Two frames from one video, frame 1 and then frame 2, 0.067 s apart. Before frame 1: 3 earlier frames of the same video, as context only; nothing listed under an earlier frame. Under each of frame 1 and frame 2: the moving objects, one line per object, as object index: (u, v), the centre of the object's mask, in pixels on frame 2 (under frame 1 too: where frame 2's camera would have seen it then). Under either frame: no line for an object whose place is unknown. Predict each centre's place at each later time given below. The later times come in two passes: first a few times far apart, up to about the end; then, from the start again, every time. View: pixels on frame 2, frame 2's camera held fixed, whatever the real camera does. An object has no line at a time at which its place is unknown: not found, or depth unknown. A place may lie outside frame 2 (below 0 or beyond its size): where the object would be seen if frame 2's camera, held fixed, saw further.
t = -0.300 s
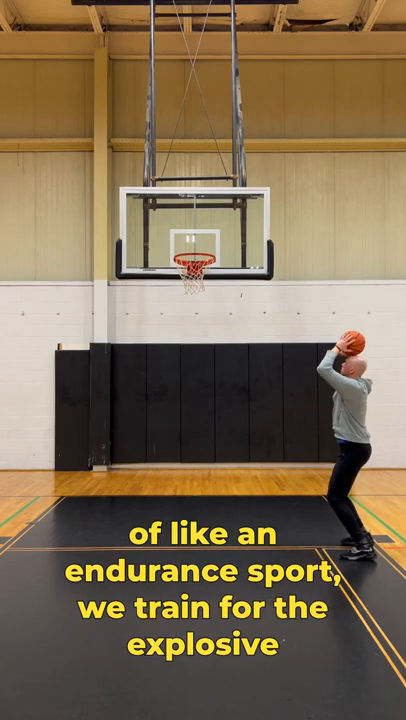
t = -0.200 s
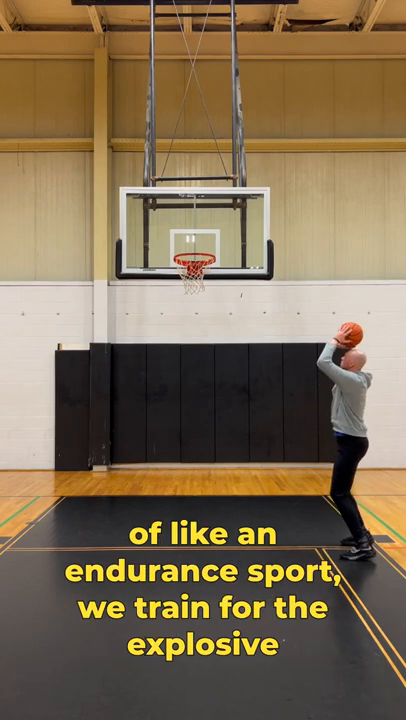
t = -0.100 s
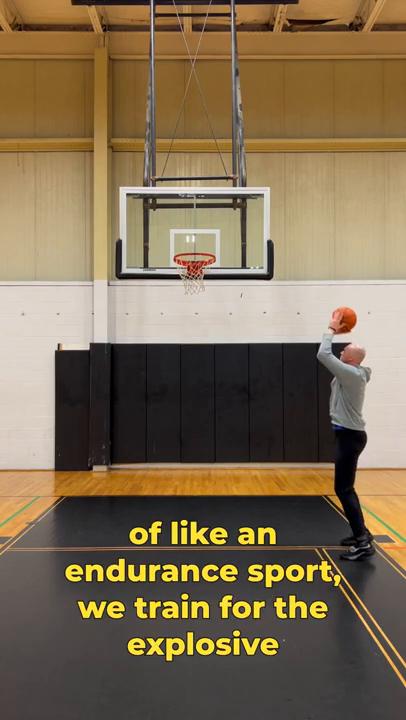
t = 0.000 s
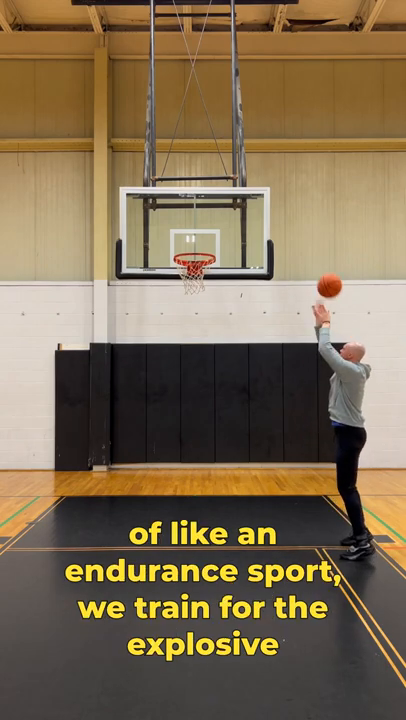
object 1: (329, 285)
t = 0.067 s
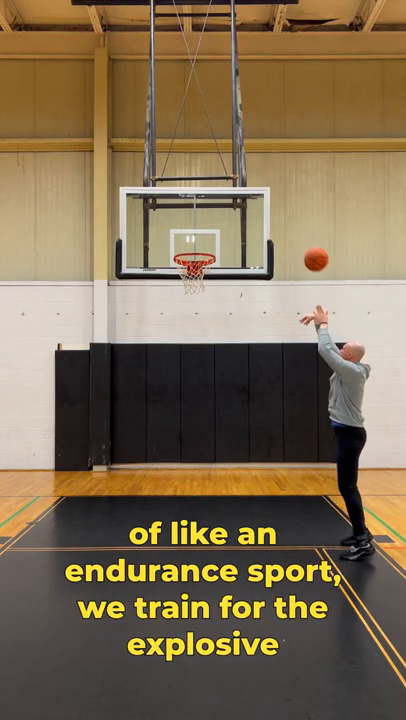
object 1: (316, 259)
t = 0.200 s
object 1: (291, 221)
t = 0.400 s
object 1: (255, 197)
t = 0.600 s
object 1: (223, 210)
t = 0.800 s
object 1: (194, 255)
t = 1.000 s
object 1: (180, 299)
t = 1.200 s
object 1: (173, 357)
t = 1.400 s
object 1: (165, 446)
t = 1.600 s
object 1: (168, 469)
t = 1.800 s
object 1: (184, 409)
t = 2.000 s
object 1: (201, 381)
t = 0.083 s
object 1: (313, 253)
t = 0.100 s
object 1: (309, 247)
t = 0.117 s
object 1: (306, 242)
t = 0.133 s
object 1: (303, 237)
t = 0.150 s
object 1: (300, 233)
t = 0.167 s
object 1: (297, 228)
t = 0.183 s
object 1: (294, 224)
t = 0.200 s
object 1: (291, 221)
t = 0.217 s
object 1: (288, 217)
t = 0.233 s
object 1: (285, 214)
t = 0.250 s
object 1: (282, 211)
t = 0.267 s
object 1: (279, 208)
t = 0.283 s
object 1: (276, 206)
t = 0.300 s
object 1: (273, 204)
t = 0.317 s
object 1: (270, 202)
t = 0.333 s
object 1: (267, 201)
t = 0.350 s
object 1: (264, 199)
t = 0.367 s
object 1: (261, 198)
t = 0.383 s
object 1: (258, 197)
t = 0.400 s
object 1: (255, 197)
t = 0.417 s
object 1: (253, 197)
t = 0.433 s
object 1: (250, 197)
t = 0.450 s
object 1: (247, 197)
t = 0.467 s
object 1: (245, 198)
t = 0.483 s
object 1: (242, 198)
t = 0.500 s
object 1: (239, 199)
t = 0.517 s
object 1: (237, 201)
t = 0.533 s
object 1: (234, 202)
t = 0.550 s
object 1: (231, 203)
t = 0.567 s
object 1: (229, 205)
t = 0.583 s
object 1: (226, 208)
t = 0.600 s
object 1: (223, 210)
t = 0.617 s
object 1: (221, 212)
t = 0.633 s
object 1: (218, 215)
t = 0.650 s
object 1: (216, 218)
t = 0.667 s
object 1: (213, 221)
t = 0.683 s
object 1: (211, 225)
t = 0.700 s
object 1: (209, 228)
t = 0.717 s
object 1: (206, 232)
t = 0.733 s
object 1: (204, 236)
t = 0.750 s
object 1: (201, 240)
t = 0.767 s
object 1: (199, 244)
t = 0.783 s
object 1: (196, 249)
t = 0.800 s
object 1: (194, 255)
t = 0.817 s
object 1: (192, 261)
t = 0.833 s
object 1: (190, 264)
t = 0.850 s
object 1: (188, 269)
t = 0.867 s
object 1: (185, 275)
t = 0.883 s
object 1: (184, 278)
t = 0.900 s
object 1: (183, 280)
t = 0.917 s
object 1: (182, 283)
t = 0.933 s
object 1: (182, 286)
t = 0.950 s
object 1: (181, 289)
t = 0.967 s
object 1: (181, 292)
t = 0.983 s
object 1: (180, 295)
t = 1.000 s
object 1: (180, 299)
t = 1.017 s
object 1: (179, 302)
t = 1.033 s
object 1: (178, 306)
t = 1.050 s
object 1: (178, 310)
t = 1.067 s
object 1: (177, 315)
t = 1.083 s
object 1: (177, 319)
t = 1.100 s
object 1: (176, 324)
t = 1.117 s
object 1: (176, 329)
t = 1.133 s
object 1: (175, 334)
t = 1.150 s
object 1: (174, 340)
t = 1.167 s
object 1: (174, 346)
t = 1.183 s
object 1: (173, 352)
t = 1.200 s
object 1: (173, 357)
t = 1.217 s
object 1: (172, 364)
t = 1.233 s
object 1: (172, 370)
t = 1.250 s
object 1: (171, 376)
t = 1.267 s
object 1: (170, 384)
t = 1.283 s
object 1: (170, 391)
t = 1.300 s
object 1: (169, 398)
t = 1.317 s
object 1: (168, 406)
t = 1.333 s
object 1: (168, 413)
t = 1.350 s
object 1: (167, 421)
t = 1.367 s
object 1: (166, 430)
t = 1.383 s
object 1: (166, 437)
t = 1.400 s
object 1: (165, 446)
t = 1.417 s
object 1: (164, 455)
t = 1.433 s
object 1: (164, 464)
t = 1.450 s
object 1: (163, 473)
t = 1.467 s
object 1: (162, 483)
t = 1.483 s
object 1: (161, 494)
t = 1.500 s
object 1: (161, 504)
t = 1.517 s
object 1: (161, 505)
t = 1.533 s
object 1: (163, 497)
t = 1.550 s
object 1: (165, 489)
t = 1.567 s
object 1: (165, 482)
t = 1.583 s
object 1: (167, 475)
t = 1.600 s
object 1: (168, 469)
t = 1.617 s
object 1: (169, 462)
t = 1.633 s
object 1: (170, 456)
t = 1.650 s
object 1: (172, 451)
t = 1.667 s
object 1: (173, 445)
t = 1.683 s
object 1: (174, 440)
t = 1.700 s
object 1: (176, 435)
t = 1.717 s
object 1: (177, 429)
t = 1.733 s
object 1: (178, 425)
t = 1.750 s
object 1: (180, 421)
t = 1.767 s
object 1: (181, 417)
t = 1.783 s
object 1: (183, 412)
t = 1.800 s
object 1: (184, 409)
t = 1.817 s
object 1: (185, 405)
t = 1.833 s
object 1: (187, 402)
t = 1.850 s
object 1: (188, 399)
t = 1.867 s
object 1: (190, 396)
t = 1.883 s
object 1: (191, 393)
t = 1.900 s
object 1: (192, 391)
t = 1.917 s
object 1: (194, 389)
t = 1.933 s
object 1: (195, 387)
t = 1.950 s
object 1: (197, 385)
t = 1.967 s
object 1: (198, 383)
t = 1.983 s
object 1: (200, 382)
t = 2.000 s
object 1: (201, 381)
